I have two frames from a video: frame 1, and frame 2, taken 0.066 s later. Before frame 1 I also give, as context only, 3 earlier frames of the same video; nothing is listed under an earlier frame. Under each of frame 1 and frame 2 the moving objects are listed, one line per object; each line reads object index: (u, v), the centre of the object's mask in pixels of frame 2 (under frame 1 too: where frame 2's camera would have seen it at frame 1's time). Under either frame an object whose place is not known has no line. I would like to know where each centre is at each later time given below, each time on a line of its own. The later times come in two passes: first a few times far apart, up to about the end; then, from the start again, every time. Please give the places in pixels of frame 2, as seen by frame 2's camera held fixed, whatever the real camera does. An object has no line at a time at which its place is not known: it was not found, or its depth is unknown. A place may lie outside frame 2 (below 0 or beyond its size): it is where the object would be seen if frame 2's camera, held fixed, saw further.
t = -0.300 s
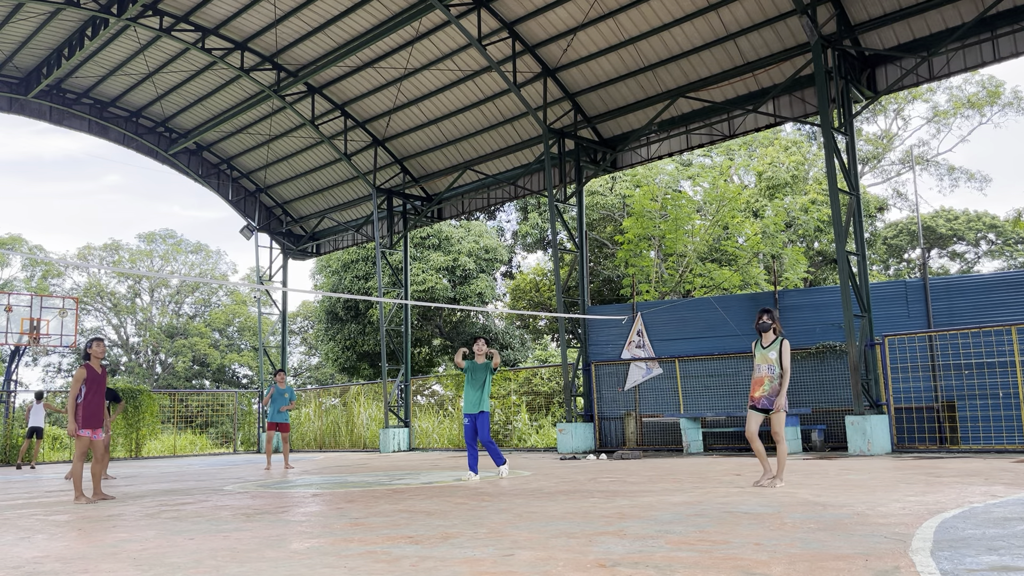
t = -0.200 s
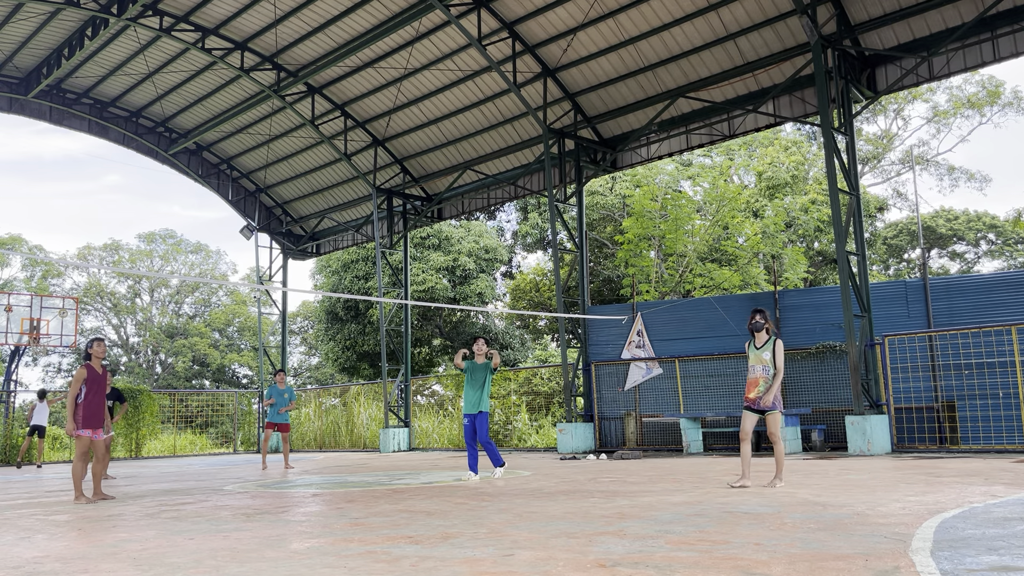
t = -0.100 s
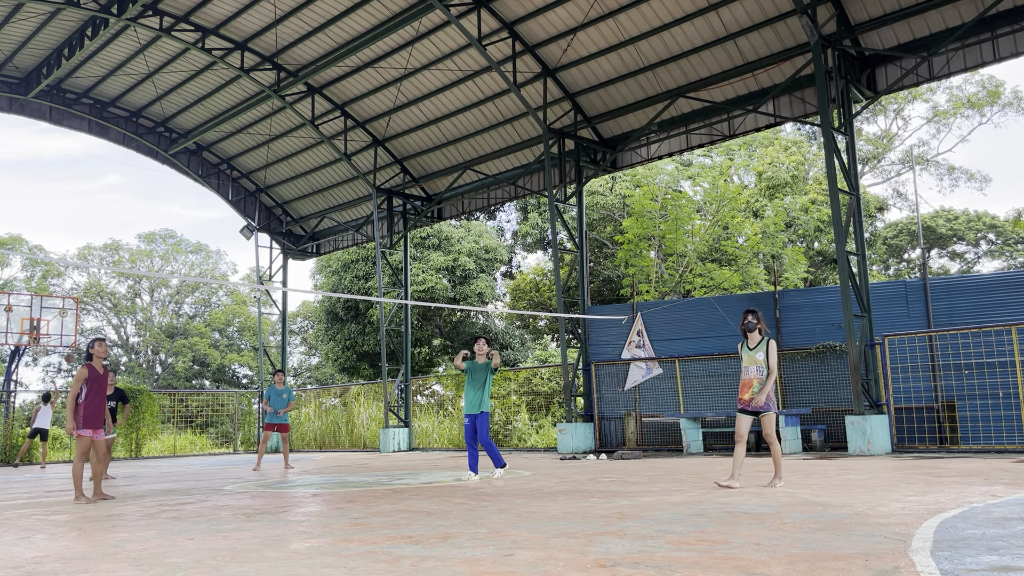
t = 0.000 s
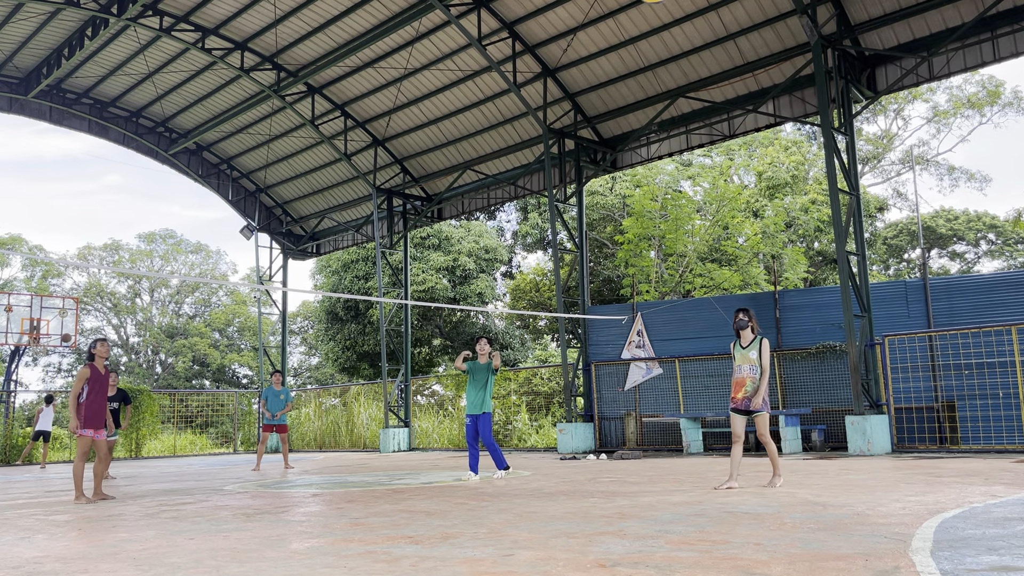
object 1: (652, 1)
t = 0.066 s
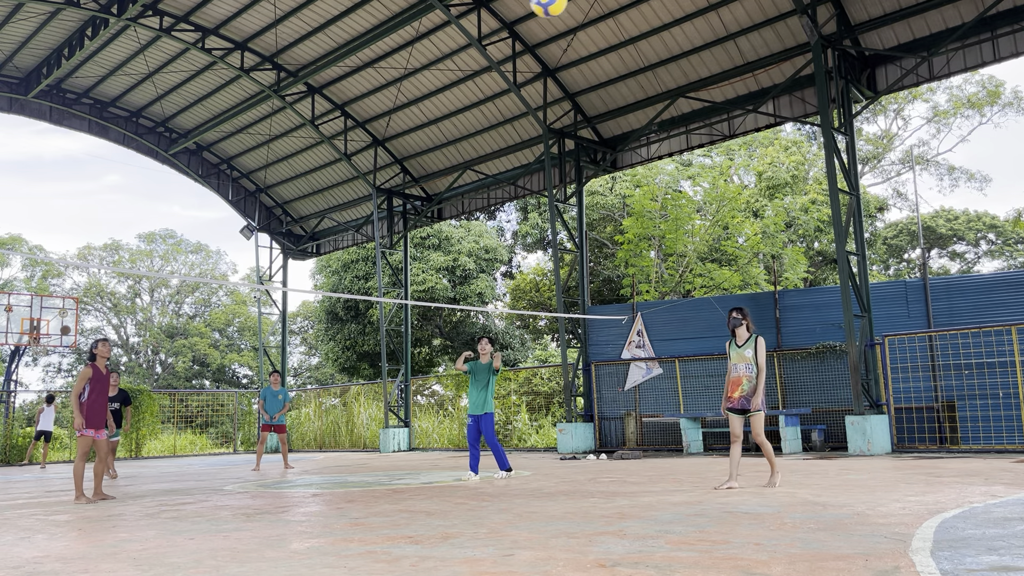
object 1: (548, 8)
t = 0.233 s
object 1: (360, 49)
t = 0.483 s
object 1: (187, 142)
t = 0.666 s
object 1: (99, 221)
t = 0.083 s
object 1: (525, 9)
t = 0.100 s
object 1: (503, 12)
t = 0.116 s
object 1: (482, 14)
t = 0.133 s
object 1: (462, 17)
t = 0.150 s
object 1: (443, 22)
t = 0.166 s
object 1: (425, 27)
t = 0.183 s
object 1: (408, 32)
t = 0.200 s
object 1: (391, 37)
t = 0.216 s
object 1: (375, 43)
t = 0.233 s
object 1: (360, 49)
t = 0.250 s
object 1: (346, 54)
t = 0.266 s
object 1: (332, 59)
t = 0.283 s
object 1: (318, 65)
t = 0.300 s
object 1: (305, 70)
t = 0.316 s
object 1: (293, 76)
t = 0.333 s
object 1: (281, 83)
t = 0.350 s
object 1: (268, 89)
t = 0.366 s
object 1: (257, 95)
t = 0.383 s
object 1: (246, 102)
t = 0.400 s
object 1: (236, 108)
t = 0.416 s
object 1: (225, 114)
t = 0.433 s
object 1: (215, 121)
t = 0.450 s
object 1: (205, 128)
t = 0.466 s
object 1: (196, 135)
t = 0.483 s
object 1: (187, 142)
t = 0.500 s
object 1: (178, 149)
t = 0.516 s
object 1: (169, 156)
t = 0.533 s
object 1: (161, 162)
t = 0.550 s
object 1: (153, 169)
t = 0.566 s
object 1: (144, 177)
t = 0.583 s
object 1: (136, 184)
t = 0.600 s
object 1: (129, 191)
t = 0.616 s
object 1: (121, 199)
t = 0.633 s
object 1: (113, 206)
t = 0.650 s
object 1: (106, 213)
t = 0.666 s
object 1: (99, 221)
